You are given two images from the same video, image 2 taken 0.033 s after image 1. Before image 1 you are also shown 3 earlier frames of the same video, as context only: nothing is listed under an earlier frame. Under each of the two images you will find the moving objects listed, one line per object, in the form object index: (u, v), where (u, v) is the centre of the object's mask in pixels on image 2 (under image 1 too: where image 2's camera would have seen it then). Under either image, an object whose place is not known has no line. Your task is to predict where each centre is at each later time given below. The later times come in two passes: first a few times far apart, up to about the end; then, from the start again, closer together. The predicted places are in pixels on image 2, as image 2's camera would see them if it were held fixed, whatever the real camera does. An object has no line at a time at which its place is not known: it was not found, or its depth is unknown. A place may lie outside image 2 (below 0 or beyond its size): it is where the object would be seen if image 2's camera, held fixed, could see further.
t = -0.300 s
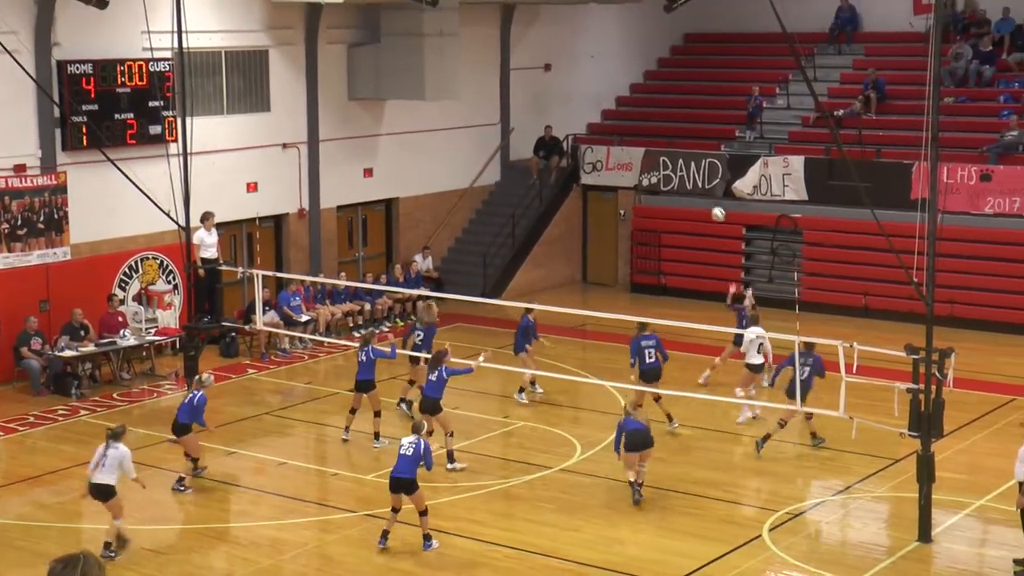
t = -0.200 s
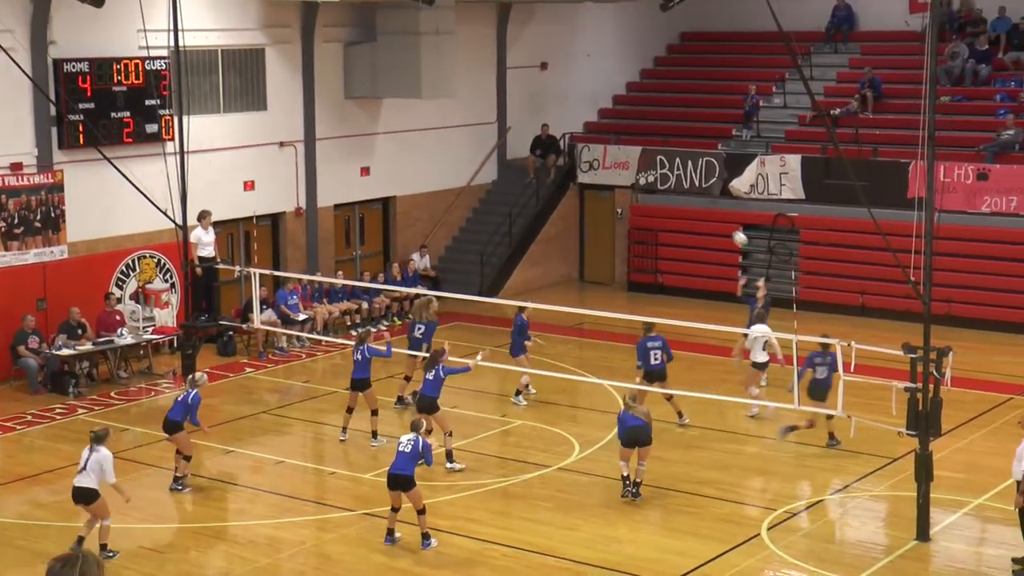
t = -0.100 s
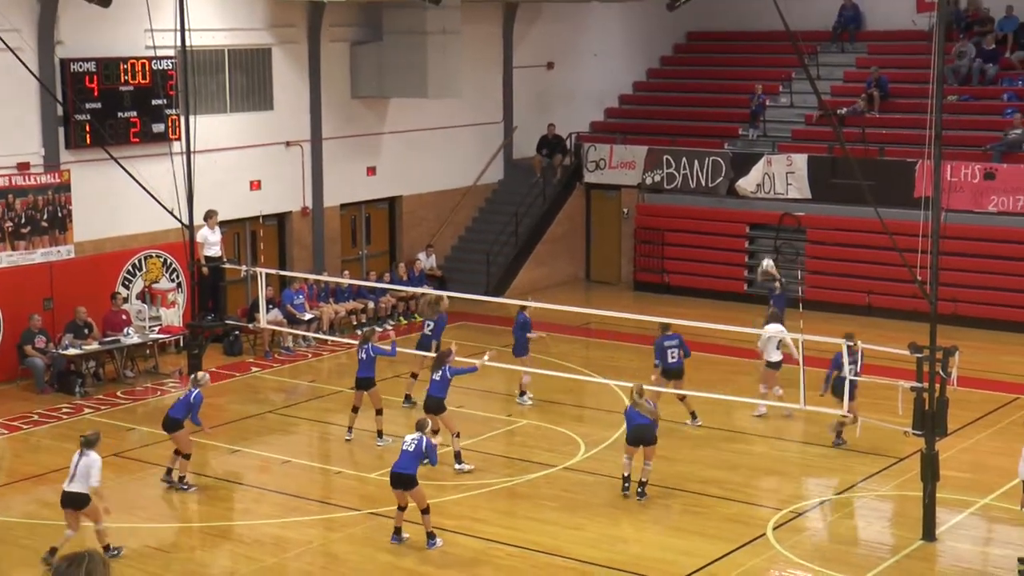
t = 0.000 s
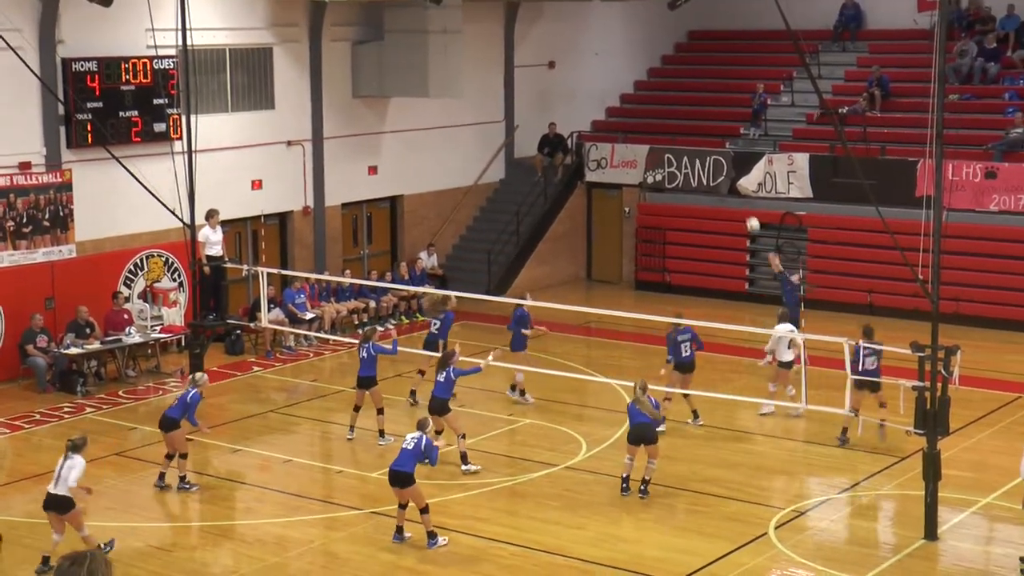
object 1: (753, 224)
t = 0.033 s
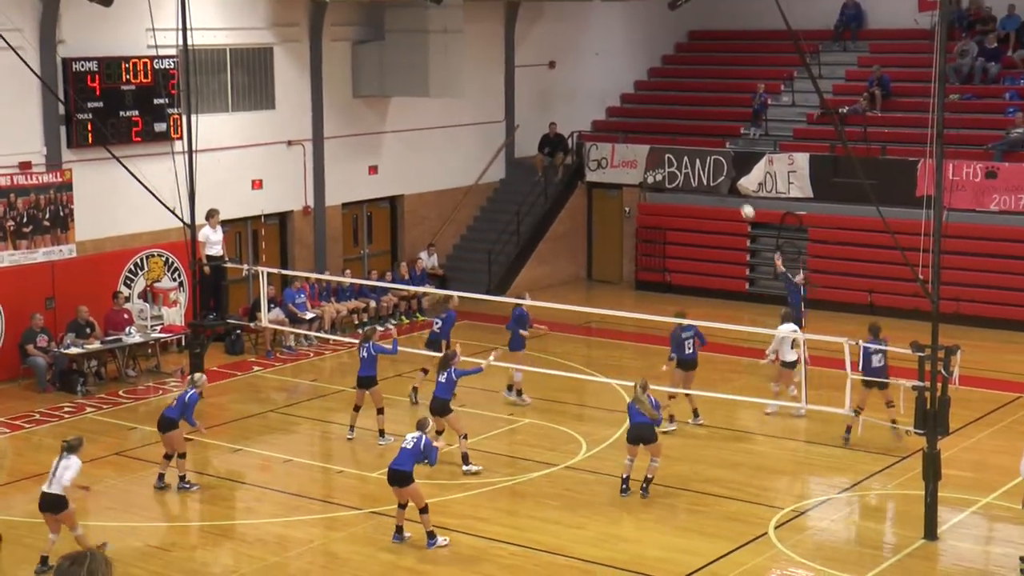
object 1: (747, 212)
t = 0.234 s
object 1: (711, 150)
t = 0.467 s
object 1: (669, 110)
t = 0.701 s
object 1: (627, 104)
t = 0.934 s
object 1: (585, 132)
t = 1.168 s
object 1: (545, 194)
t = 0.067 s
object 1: (740, 199)
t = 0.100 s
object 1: (735, 189)
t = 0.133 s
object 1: (730, 179)
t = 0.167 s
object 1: (724, 169)
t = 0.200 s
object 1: (718, 159)
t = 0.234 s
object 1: (711, 150)
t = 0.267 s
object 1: (705, 142)
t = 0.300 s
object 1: (699, 136)
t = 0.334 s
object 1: (693, 129)
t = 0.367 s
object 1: (687, 124)
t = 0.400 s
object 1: (681, 119)
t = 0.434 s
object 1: (675, 114)
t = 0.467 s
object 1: (669, 110)
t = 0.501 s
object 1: (663, 108)
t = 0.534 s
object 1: (657, 105)
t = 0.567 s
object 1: (651, 103)
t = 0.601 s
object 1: (645, 102)
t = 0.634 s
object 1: (639, 102)
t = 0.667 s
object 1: (633, 103)
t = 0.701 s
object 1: (627, 104)
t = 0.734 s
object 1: (622, 105)
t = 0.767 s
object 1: (615, 109)
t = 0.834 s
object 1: (604, 116)
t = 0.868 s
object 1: (597, 121)
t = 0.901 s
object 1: (592, 125)
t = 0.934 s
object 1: (585, 132)
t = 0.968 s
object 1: (580, 139)
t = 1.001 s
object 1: (574, 146)
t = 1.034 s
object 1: (568, 155)
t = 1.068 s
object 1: (562, 164)
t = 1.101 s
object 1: (556, 174)
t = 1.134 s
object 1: (551, 183)
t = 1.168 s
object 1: (545, 194)
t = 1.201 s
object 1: (539, 206)
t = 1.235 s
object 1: (533, 218)
